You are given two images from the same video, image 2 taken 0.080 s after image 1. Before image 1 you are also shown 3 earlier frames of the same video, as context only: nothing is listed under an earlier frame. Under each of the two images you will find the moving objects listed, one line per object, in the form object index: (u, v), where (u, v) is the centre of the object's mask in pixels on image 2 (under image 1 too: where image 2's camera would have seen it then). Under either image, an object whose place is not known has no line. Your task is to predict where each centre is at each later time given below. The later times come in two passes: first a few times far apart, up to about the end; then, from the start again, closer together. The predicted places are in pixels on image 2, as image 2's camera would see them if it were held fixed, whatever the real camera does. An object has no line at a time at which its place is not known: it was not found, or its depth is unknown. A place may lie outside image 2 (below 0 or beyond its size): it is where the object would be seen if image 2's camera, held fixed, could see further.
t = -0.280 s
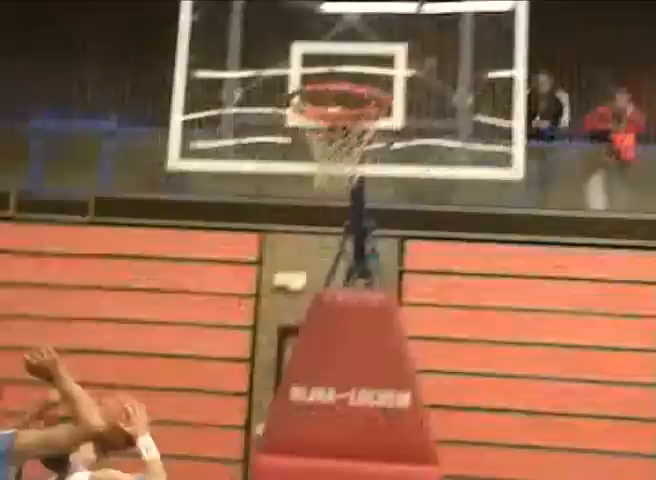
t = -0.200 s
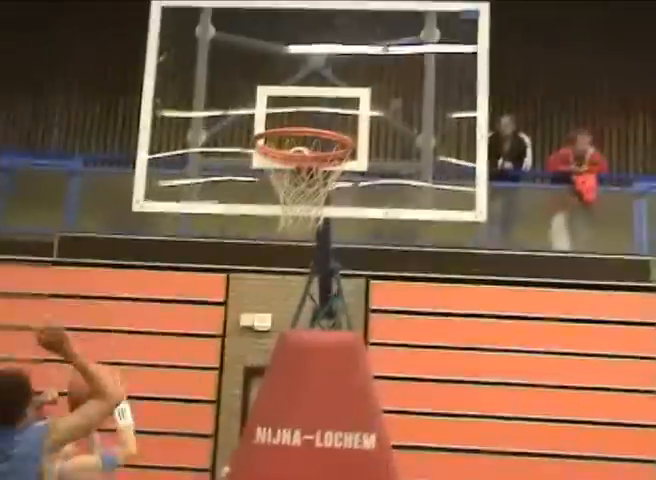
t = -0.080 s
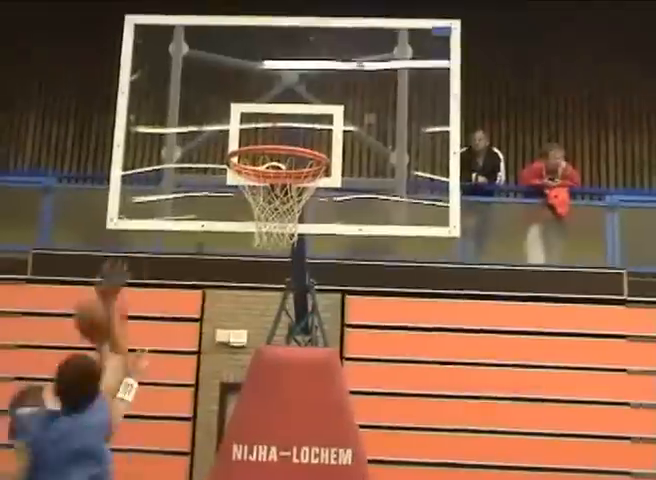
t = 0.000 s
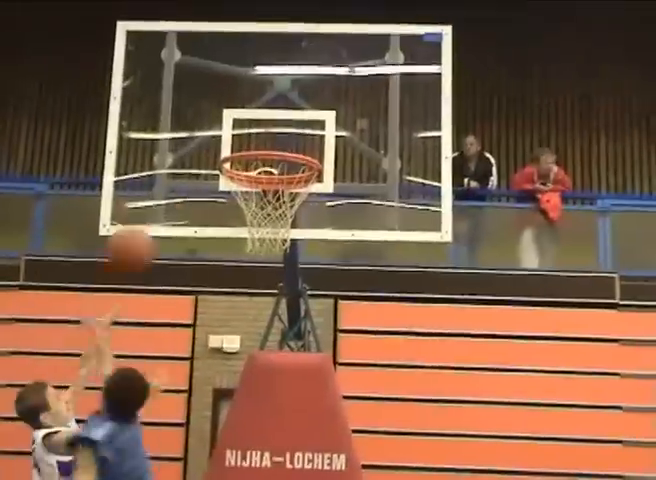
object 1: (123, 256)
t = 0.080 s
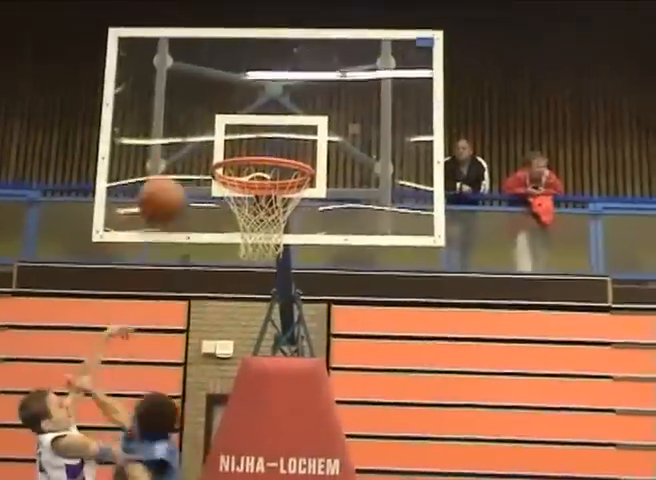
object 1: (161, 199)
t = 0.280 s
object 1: (201, 148)
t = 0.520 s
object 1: (232, 141)
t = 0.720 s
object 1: (254, 184)
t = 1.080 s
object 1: (276, 404)
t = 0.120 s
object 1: (173, 183)
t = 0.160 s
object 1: (180, 171)
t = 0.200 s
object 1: (189, 161)
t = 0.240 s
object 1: (196, 153)
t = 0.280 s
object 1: (201, 148)
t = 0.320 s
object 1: (208, 145)
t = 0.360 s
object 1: (214, 141)
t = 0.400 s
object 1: (218, 141)
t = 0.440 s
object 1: (222, 141)
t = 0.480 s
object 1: (227, 140)
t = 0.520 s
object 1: (232, 141)
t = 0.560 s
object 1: (235, 143)
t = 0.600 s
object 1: (240, 145)
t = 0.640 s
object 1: (247, 157)
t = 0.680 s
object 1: (249, 171)
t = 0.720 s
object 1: (254, 184)
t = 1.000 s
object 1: (272, 335)
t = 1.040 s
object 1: (272, 368)
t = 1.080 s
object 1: (276, 404)
